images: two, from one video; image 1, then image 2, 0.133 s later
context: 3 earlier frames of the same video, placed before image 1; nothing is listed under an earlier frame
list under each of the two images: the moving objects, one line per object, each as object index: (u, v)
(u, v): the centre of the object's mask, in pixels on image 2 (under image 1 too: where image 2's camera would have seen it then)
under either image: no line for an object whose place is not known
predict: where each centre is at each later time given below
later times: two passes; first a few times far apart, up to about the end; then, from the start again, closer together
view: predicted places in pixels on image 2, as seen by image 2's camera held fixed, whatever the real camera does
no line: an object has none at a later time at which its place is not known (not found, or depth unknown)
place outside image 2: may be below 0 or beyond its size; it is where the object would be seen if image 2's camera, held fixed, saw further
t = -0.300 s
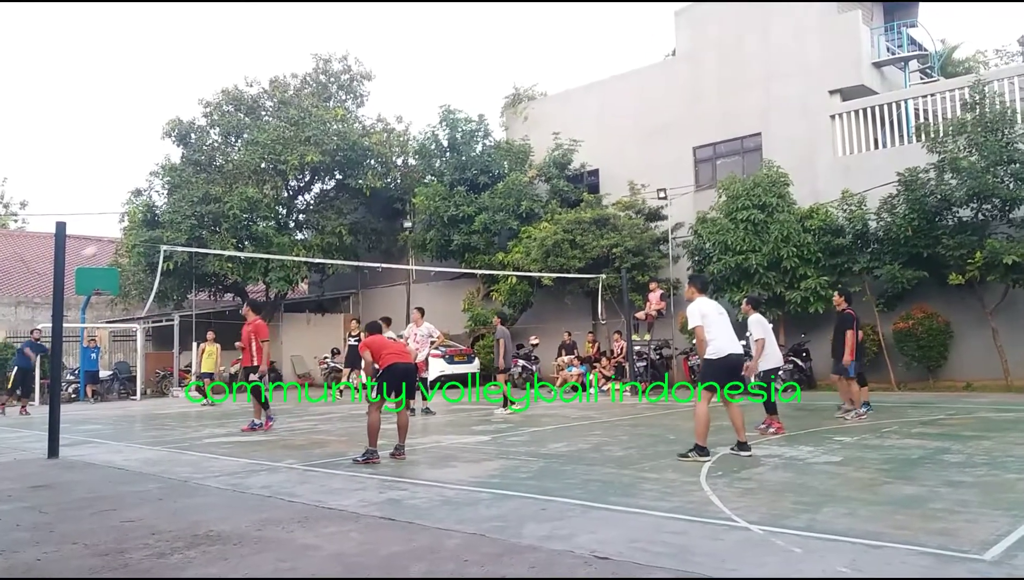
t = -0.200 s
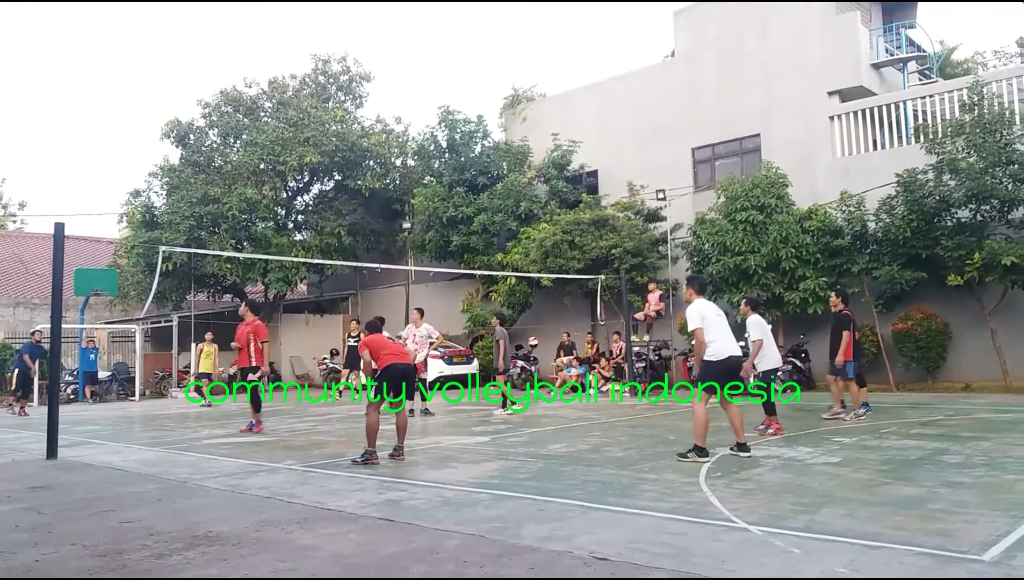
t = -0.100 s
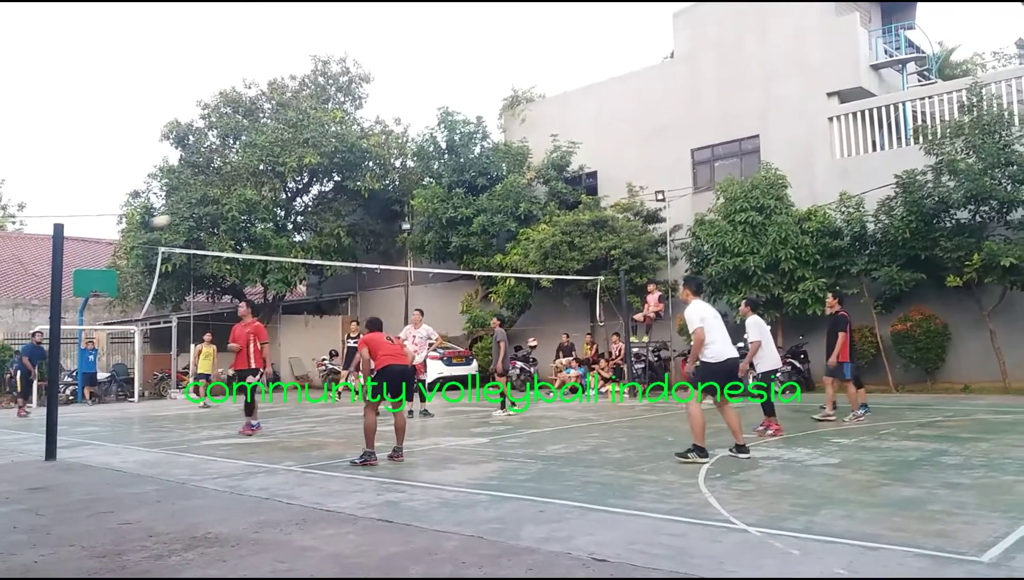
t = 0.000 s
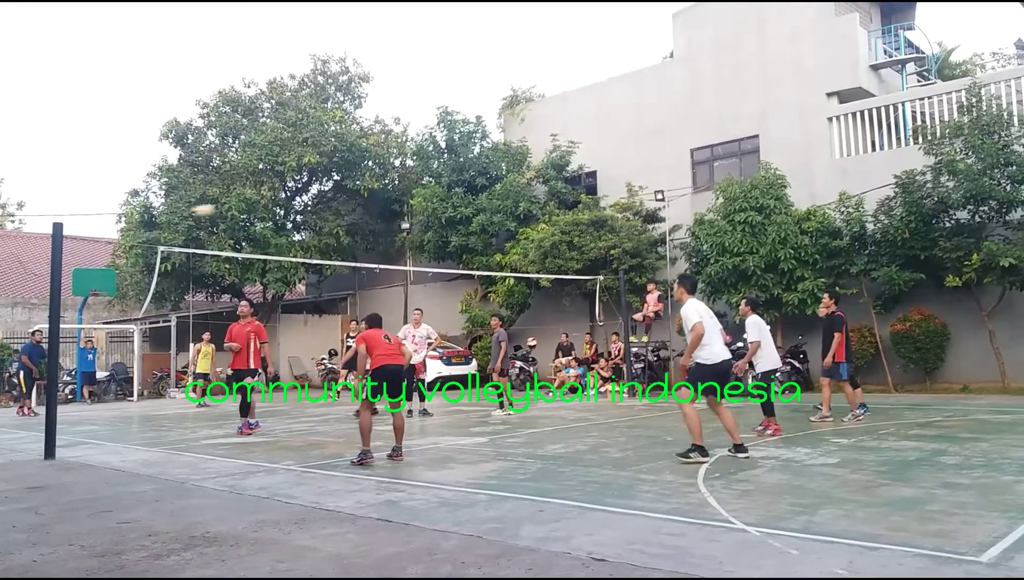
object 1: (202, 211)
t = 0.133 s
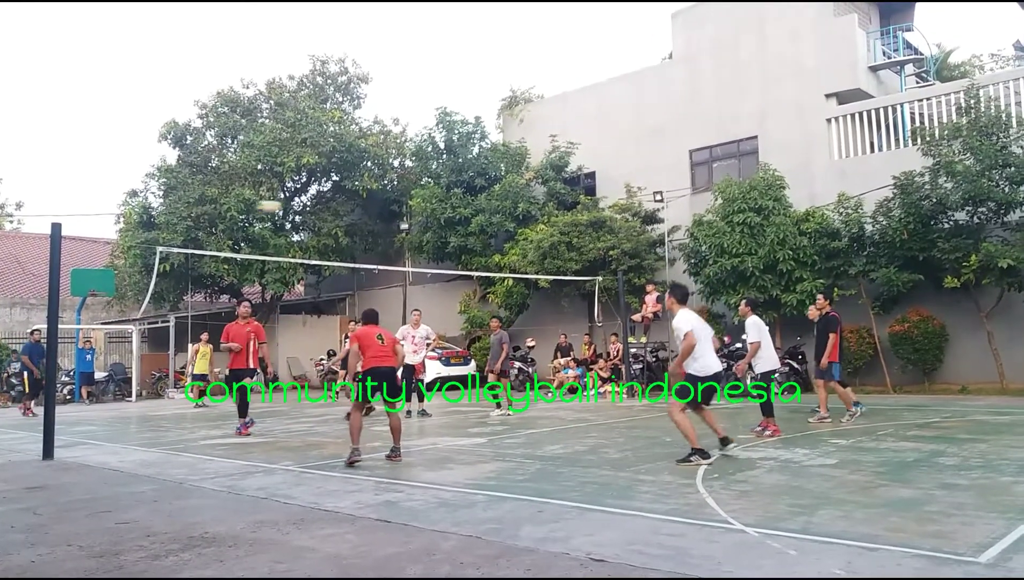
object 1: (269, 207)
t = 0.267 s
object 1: (347, 215)
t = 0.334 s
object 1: (386, 224)
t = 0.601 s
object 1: (578, 307)
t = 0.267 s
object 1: (347, 215)
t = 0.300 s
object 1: (367, 219)
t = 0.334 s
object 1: (386, 224)
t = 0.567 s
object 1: (554, 293)
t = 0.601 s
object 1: (578, 307)
